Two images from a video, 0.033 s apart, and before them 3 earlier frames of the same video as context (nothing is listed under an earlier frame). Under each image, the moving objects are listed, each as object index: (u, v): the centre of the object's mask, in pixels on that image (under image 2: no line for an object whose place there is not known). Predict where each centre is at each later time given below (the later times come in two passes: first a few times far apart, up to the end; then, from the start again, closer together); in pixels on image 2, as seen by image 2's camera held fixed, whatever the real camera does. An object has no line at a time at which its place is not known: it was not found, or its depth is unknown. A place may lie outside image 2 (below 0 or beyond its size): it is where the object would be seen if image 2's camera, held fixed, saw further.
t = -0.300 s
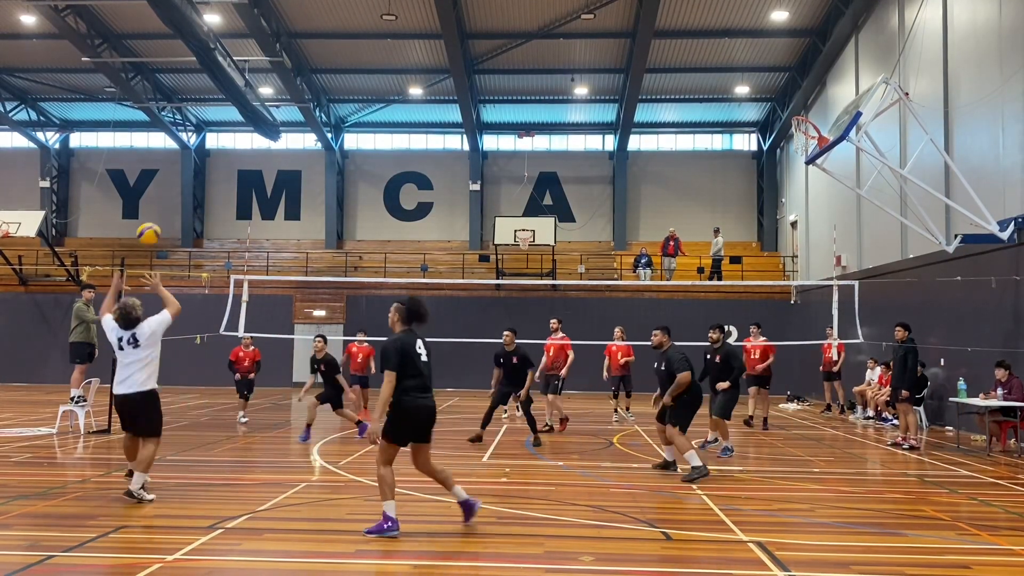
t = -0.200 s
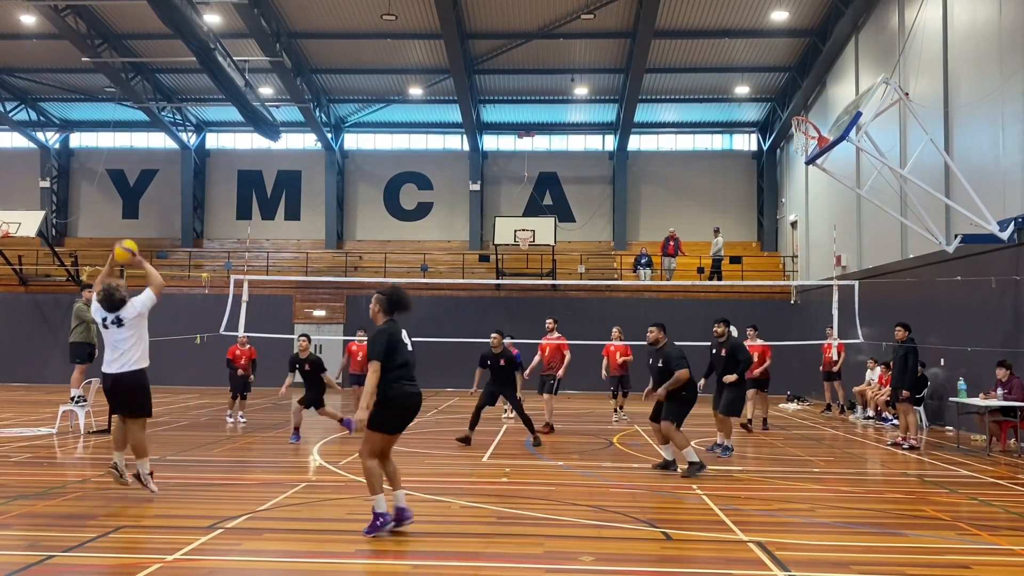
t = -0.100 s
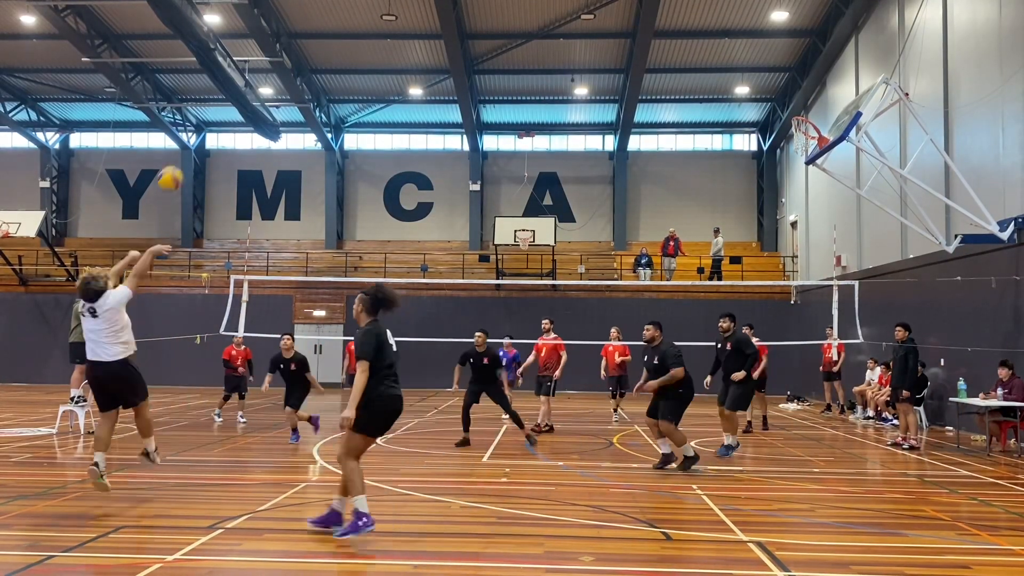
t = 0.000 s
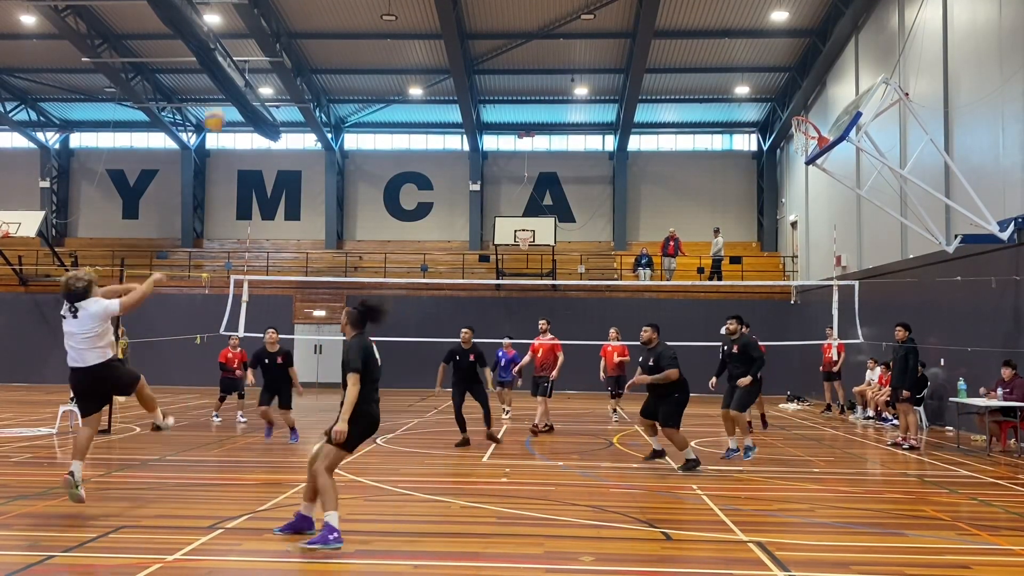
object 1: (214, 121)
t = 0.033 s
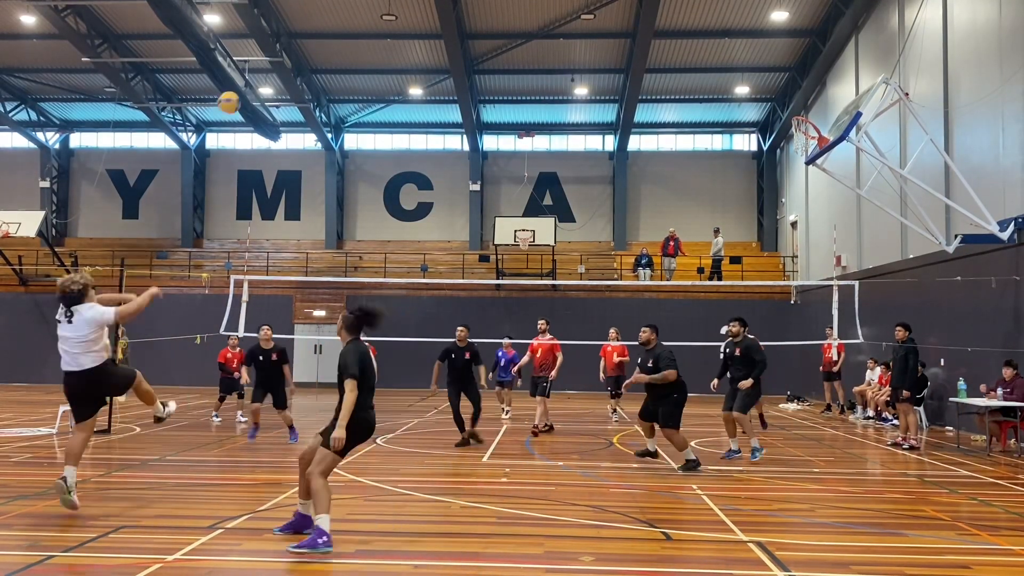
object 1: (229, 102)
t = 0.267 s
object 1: (312, 28)
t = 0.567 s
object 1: (401, 13)
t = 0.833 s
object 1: (466, 61)
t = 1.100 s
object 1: (519, 156)
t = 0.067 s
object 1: (242, 89)
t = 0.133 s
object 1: (267, 63)
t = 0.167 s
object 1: (278, 52)
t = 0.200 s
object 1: (289, 43)
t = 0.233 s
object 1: (301, 34)
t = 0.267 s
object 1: (312, 28)
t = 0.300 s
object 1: (323, 22)
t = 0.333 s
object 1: (333, 17)
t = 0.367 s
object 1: (343, 13)
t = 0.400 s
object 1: (354, 10)
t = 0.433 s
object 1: (364, 9)
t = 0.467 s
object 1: (373, 9)
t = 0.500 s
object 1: (383, 10)
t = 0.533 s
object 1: (392, 11)
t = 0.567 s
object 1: (401, 13)
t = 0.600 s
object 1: (410, 16)
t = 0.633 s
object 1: (418, 20)
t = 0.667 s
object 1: (426, 25)
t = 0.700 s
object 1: (435, 30)
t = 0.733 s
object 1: (443, 37)
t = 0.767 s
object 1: (451, 44)
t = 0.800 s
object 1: (458, 53)
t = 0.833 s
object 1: (466, 61)
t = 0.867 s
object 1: (473, 71)
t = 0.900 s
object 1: (480, 81)
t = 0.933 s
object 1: (487, 92)
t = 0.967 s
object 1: (494, 103)
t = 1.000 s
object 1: (500, 116)
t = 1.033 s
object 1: (506, 128)
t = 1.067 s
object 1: (513, 141)
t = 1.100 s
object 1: (519, 156)
